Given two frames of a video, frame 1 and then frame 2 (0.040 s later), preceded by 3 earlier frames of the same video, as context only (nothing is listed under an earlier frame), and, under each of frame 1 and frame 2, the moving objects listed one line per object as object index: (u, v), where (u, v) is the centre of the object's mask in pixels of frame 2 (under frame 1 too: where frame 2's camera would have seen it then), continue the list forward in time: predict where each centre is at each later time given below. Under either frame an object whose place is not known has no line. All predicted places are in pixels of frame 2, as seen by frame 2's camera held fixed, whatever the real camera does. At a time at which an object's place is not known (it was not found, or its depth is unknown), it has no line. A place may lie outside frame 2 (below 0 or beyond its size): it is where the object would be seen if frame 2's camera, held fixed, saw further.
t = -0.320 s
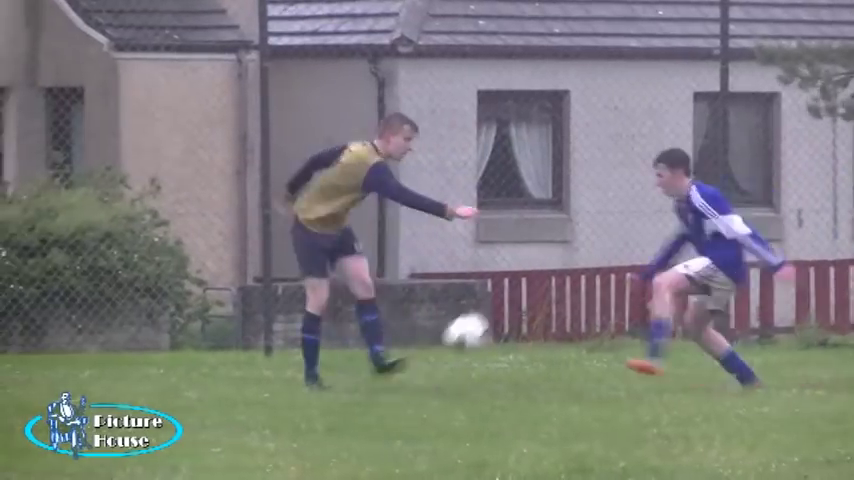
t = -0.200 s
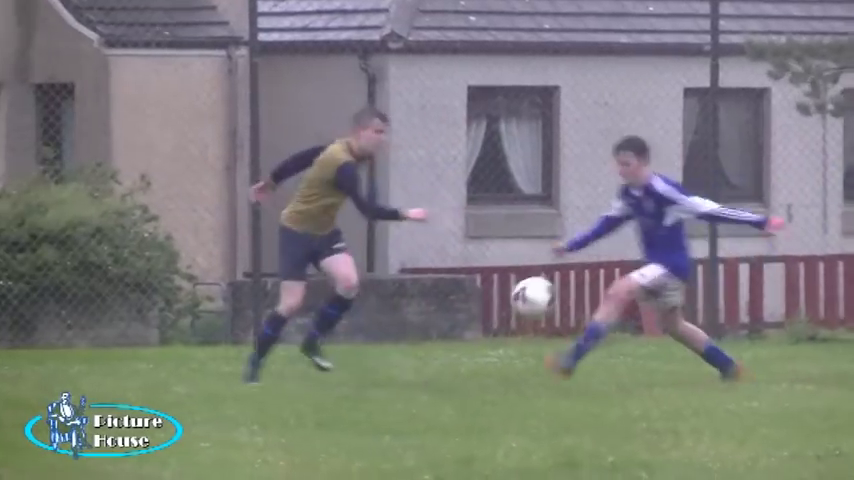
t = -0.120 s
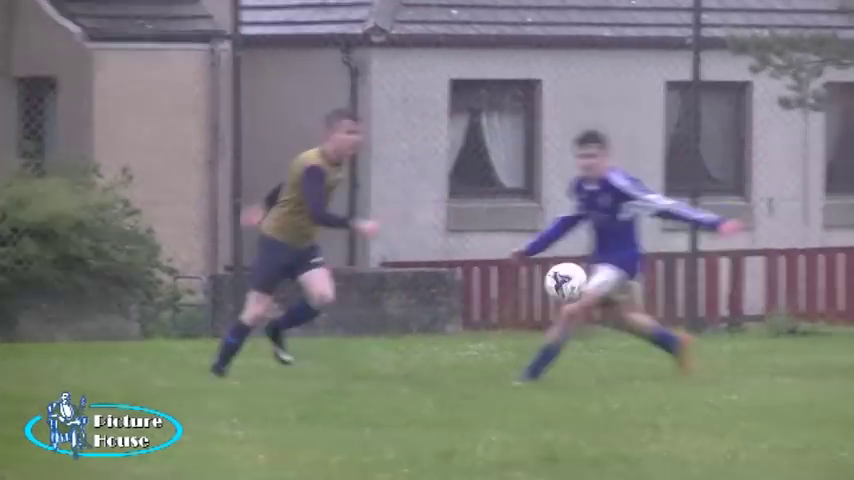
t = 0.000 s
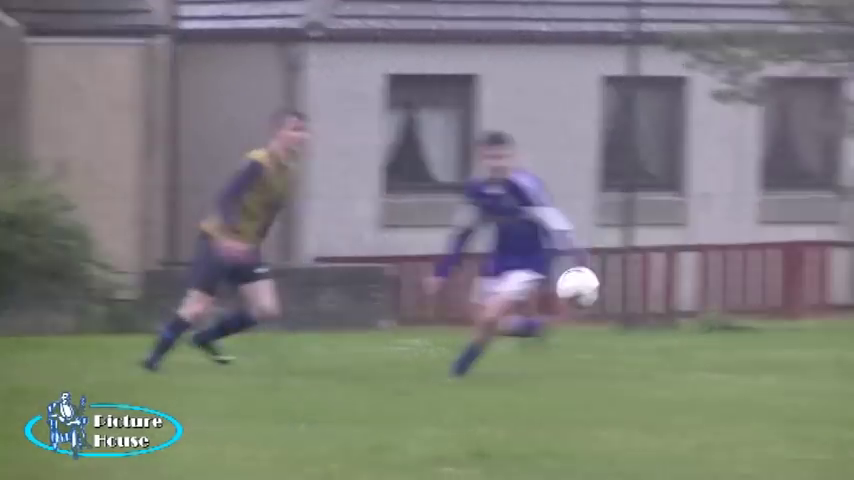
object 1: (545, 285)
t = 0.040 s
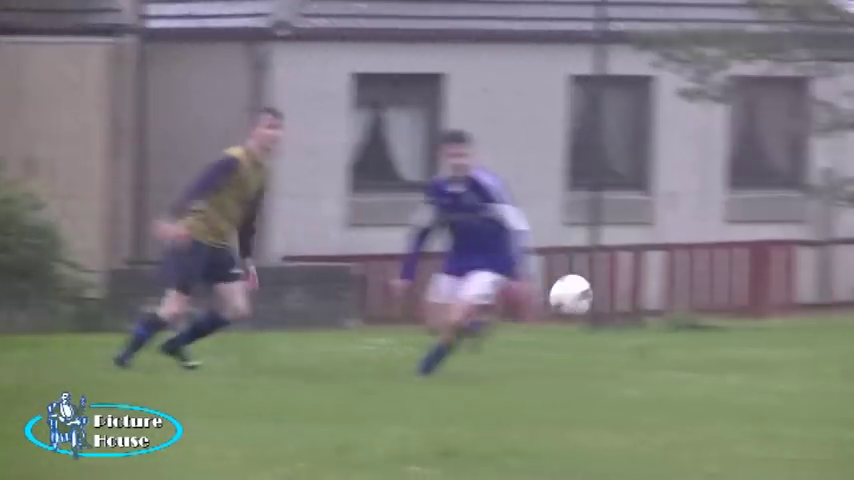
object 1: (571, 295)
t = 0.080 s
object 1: (596, 308)
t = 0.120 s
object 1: (621, 323)
